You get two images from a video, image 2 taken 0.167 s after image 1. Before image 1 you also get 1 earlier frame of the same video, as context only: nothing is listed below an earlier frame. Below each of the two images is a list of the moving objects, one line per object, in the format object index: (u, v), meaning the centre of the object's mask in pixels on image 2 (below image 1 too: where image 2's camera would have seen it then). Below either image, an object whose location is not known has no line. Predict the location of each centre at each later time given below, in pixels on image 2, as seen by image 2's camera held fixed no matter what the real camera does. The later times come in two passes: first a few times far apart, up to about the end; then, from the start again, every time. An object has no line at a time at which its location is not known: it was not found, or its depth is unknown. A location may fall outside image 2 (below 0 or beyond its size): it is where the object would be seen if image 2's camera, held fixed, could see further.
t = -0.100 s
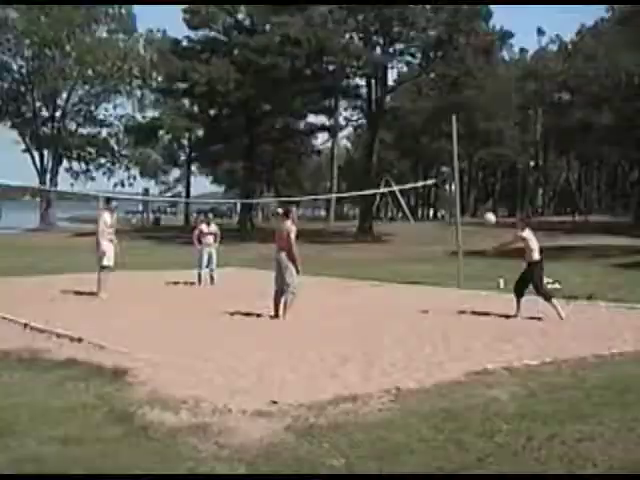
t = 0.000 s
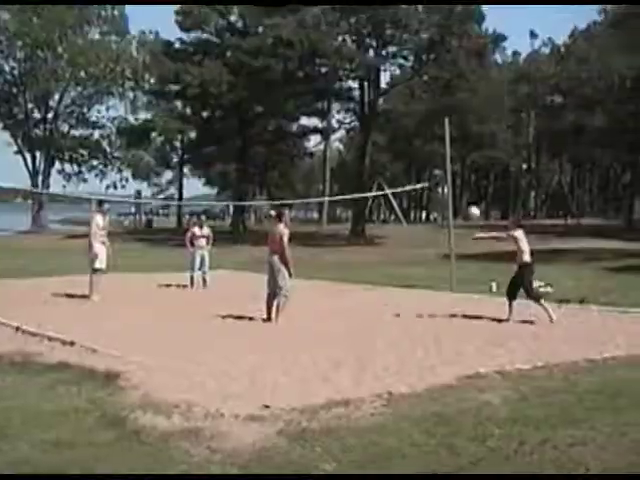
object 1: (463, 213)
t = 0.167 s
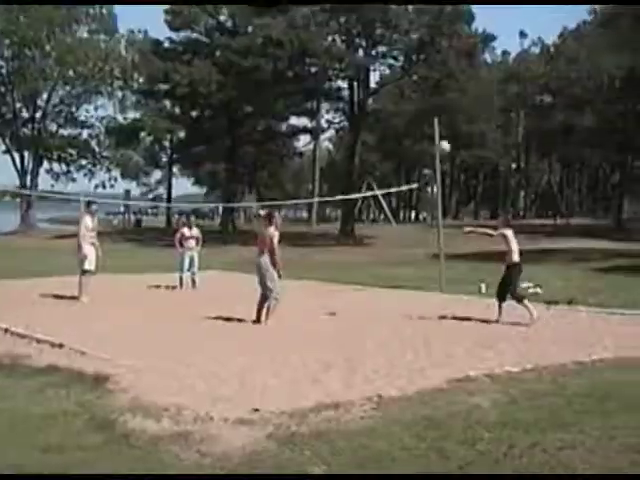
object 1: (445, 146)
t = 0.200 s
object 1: (440, 135)
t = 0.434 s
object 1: (411, 76)
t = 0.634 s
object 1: (384, 52)
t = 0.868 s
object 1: (350, 60)
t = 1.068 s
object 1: (321, 95)
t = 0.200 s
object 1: (440, 135)
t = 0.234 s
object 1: (436, 123)
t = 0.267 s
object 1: (431, 114)
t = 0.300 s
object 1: (428, 106)
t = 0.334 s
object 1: (423, 96)
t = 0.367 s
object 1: (419, 90)
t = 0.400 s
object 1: (415, 82)
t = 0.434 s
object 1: (411, 76)
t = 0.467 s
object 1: (408, 70)
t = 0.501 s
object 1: (401, 65)
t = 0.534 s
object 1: (397, 62)
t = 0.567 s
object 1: (395, 58)
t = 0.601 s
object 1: (388, 52)
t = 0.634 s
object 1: (384, 52)
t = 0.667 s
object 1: (380, 50)
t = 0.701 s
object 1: (377, 50)
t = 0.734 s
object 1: (371, 51)
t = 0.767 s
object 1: (366, 53)
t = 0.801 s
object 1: (362, 52)
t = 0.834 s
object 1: (357, 55)
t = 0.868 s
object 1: (350, 60)
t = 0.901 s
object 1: (346, 64)
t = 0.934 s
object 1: (342, 68)
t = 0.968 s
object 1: (337, 73)
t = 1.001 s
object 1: (331, 80)
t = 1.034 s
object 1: (326, 88)
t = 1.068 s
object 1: (321, 95)
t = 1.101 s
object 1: (315, 103)
